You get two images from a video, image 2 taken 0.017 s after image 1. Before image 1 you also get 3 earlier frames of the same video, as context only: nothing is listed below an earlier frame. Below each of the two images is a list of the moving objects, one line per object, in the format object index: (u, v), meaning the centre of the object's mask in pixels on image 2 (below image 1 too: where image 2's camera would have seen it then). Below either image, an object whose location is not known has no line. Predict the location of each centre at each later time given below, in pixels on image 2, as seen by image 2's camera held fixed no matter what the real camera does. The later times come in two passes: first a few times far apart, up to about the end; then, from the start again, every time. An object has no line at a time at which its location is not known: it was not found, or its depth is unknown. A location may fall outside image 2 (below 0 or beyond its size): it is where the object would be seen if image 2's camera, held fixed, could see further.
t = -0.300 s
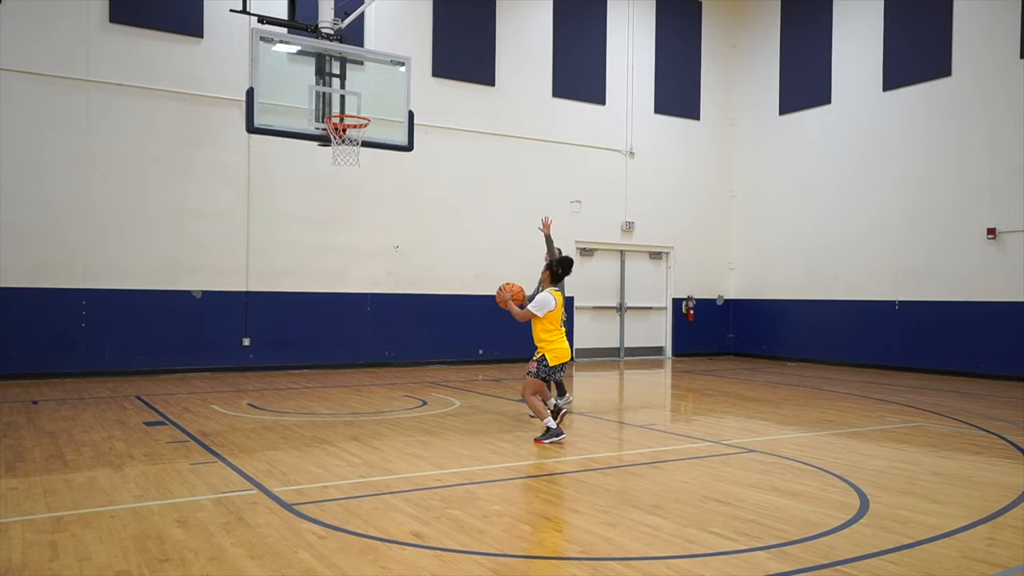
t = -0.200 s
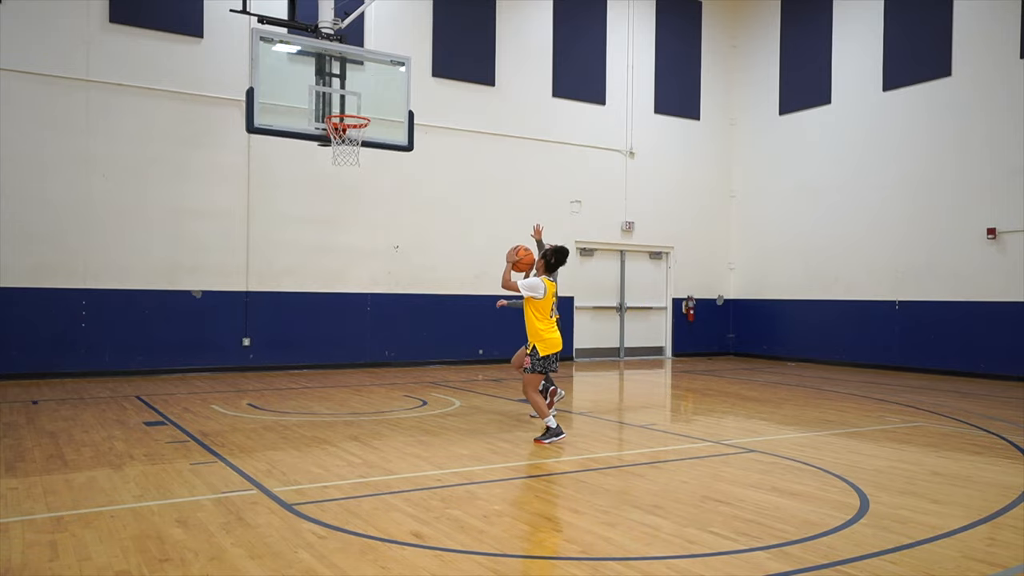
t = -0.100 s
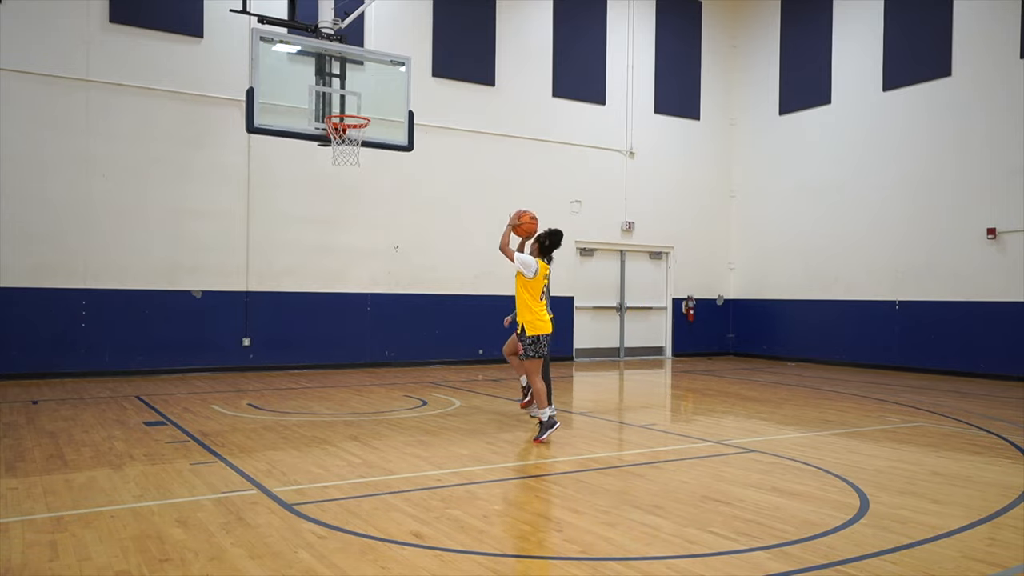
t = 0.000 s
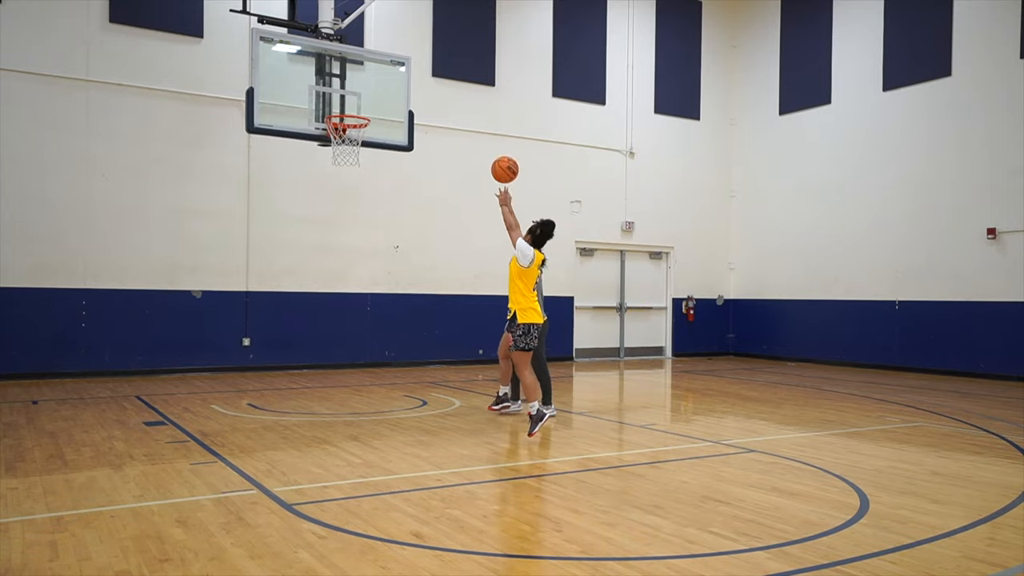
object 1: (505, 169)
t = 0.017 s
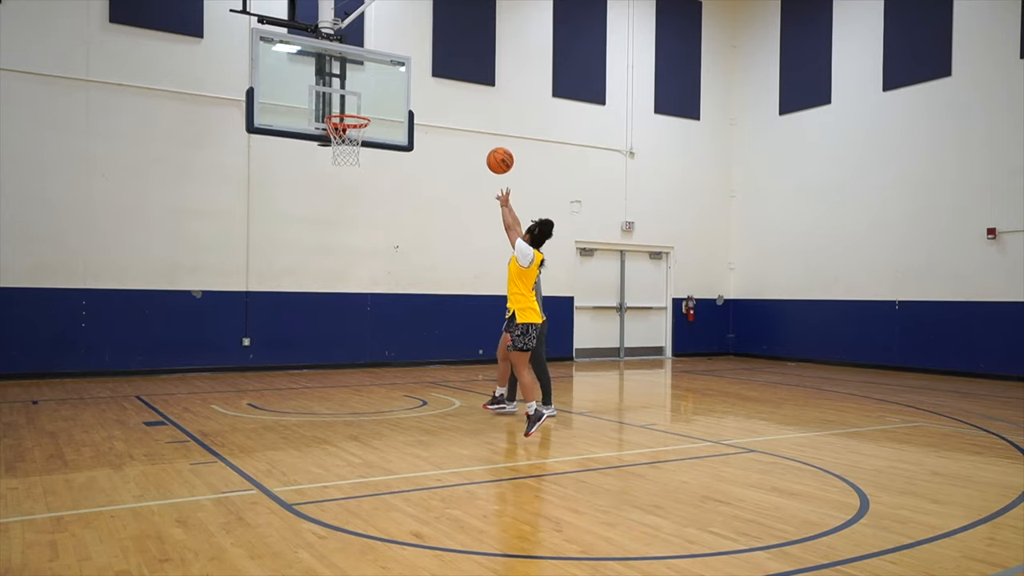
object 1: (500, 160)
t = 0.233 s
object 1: (443, 78)
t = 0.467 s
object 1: (391, 54)
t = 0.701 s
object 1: (346, 83)
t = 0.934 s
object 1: (334, 92)
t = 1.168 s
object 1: (350, 87)
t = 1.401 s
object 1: (362, 106)
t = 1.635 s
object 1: (347, 99)
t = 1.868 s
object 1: (342, 108)
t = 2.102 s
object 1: (345, 149)
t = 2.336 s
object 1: (346, 216)
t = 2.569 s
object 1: (347, 329)
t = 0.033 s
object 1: (495, 152)
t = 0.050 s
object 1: (490, 144)
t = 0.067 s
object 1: (486, 136)
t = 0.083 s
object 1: (481, 128)
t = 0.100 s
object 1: (477, 122)
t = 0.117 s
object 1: (472, 115)
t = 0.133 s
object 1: (468, 109)
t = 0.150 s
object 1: (464, 103)
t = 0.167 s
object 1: (459, 97)
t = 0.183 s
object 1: (455, 92)
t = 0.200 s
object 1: (451, 87)
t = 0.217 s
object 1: (447, 83)
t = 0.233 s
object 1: (443, 78)
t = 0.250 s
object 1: (439, 75)
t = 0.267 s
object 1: (435, 71)
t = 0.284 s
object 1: (431, 68)
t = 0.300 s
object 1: (427, 66)
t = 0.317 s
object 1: (423, 63)
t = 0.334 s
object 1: (420, 61)
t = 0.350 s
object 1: (416, 59)
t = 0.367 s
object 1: (412, 57)
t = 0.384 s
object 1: (409, 56)
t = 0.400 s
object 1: (405, 55)
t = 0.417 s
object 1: (401, 54)
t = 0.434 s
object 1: (398, 54)
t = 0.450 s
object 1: (394, 54)
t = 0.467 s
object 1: (391, 54)
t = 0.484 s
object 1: (387, 55)
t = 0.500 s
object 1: (384, 55)
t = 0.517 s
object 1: (381, 56)
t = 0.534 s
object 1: (377, 57)
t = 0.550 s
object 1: (374, 59)
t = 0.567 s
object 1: (371, 61)
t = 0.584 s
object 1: (368, 63)
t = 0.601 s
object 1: (364, 65)
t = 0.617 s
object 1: (361, 67)
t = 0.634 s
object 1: (358, 70)
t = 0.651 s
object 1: (355, 73)
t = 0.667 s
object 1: (352, 76)
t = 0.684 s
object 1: (349, 79)
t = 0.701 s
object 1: (346, 83)
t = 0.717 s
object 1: (343, 87)
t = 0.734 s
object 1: (340, 91)
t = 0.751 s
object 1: (336, 95)
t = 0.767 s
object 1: (333, 100)
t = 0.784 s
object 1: (331, 104)
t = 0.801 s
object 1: (328, 108)
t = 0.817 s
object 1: (328, 107)
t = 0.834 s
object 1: (329, 104)
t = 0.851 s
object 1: (330, 101)
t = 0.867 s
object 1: (331, 99)
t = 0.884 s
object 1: (331, 97)
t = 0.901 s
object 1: (331, 96)
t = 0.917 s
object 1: (333, 94)
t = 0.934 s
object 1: (334, 92)
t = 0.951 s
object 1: (334, 91)
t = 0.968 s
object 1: (335, 90)
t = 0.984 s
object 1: (335, 90)
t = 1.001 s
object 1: (336, 89)
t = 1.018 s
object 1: (336, 89)
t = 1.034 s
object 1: (338, 88)
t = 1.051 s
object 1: (340, 87)
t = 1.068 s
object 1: (341, 86)
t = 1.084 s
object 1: (342, 86)
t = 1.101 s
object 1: (344, 86)
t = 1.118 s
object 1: (345, 86)
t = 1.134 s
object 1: (347, 86)
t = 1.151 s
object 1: (348, 87)
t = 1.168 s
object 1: (350, 87)
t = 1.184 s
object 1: (351, 89)
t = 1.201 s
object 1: (353, 90)
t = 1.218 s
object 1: (354, 92)
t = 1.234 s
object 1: (355, 93)
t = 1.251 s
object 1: (357, 95)
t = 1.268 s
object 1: (358, 98)
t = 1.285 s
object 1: (359, 100)
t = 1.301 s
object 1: (361, 103)
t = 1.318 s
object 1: (362, 106)
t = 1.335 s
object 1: (364, 109)
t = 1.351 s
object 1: (365, 112)
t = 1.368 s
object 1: (364, 110)
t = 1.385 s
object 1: (363, 108)
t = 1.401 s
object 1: (362, 106)
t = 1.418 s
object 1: (361, 104)
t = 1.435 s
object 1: (360, 102)
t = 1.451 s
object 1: (359, 100)
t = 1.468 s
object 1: (358, 99)
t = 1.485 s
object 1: (357, 98)
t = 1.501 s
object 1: (355, 97)
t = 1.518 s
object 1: (355, 97)
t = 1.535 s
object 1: (353, 96)
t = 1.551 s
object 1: (352, 96)
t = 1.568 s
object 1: (351, 96)
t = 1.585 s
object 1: (350, 97)
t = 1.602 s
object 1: (349, 97)
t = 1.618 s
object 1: (348, 98)
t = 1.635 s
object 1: (347, 99)
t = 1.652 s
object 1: (345, 101)
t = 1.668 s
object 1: (344, 102)
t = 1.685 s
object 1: (343, 104)
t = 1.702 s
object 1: (342, 106)
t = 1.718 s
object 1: (341, 107)
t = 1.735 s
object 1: (341, 107)
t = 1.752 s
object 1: (341, 106)
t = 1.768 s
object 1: (341, 106)
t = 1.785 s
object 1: (341, 106)
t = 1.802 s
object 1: (341, 106)
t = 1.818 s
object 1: (342, 106)
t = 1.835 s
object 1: (342, 106)
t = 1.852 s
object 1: (342, 107)
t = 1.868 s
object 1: (342, 108)
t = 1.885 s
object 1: (342, 110)
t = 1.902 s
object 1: (343, 110)
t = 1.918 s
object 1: (343, 111)
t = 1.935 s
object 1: (343, 115)
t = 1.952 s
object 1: (342, 120)
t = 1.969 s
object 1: (341, 123)
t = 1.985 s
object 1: (340, 125)
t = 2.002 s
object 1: (341, 127)
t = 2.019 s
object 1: (342, 130)
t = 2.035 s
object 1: (342, 133)
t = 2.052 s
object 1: (344, 138)
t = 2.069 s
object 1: (344, 141)
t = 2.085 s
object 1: (345, 145)
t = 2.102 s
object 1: (345, 149)
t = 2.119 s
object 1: (346, 154)
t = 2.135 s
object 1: (345, 157)
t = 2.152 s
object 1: (345, 161)
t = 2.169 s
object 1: (345, 164)
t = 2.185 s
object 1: (345, 168)
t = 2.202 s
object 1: (345, 173)
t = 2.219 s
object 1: (345, 177)
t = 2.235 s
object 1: (345, 182)
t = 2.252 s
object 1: (346, 187)
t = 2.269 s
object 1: (346, 193)
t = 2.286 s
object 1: (346, 198)
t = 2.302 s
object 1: (346, 204)
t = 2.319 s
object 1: (346, 210)
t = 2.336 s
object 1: (346, 216)
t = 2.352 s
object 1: (346, 223)
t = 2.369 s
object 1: (346, 230)
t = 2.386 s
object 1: (346, 237)
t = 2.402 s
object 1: (346, 244)
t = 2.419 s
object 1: (346, 252)
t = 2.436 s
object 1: (347, 259)
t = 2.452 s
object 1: (347, 267)
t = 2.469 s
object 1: (347, 275)
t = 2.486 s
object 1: (347, 284)
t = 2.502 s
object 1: (347, 293)
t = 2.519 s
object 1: (347, 302)
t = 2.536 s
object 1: (347, 310)
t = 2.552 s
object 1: (347, 320)
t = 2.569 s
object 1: (347, 329)
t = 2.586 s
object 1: (347, 339)
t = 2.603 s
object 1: (347, 349)
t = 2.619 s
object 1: (347, 359)
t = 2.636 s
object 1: (347, 369)
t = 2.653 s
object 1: (347, 380)
